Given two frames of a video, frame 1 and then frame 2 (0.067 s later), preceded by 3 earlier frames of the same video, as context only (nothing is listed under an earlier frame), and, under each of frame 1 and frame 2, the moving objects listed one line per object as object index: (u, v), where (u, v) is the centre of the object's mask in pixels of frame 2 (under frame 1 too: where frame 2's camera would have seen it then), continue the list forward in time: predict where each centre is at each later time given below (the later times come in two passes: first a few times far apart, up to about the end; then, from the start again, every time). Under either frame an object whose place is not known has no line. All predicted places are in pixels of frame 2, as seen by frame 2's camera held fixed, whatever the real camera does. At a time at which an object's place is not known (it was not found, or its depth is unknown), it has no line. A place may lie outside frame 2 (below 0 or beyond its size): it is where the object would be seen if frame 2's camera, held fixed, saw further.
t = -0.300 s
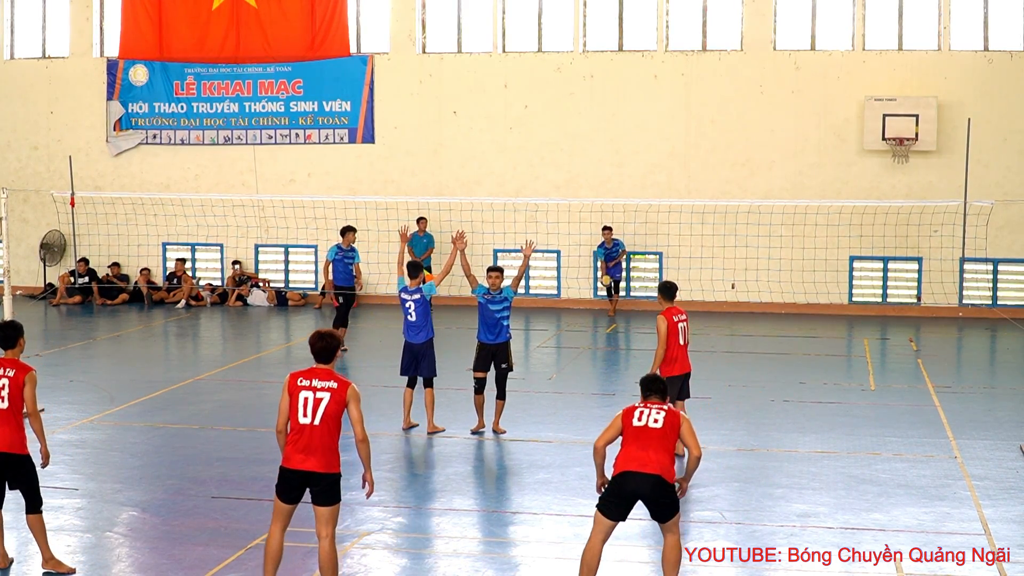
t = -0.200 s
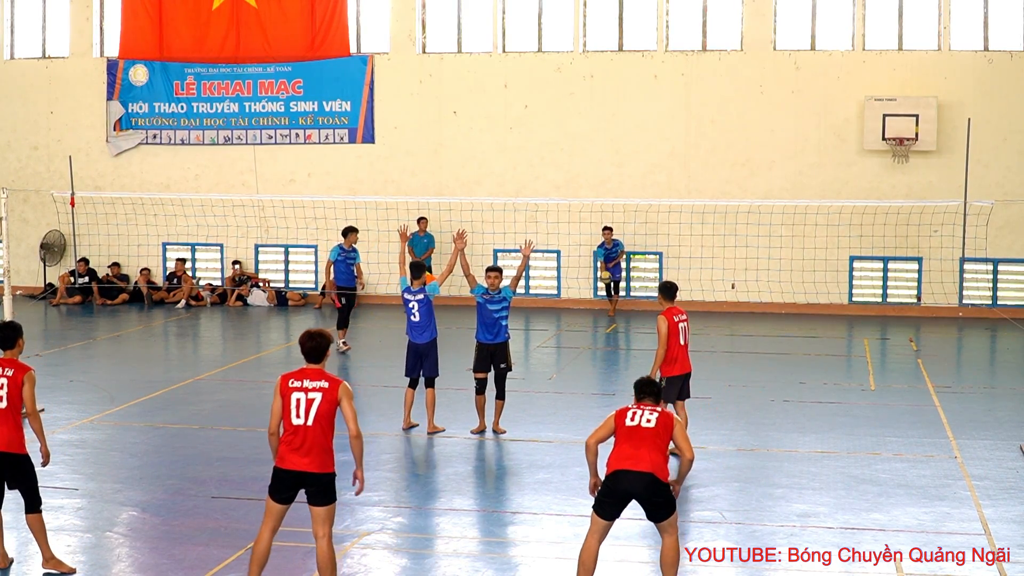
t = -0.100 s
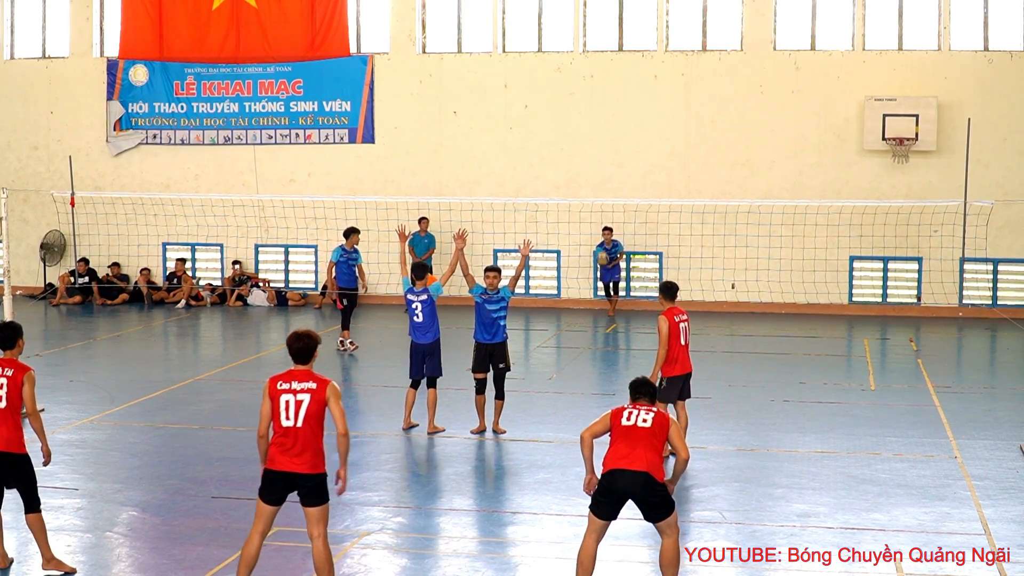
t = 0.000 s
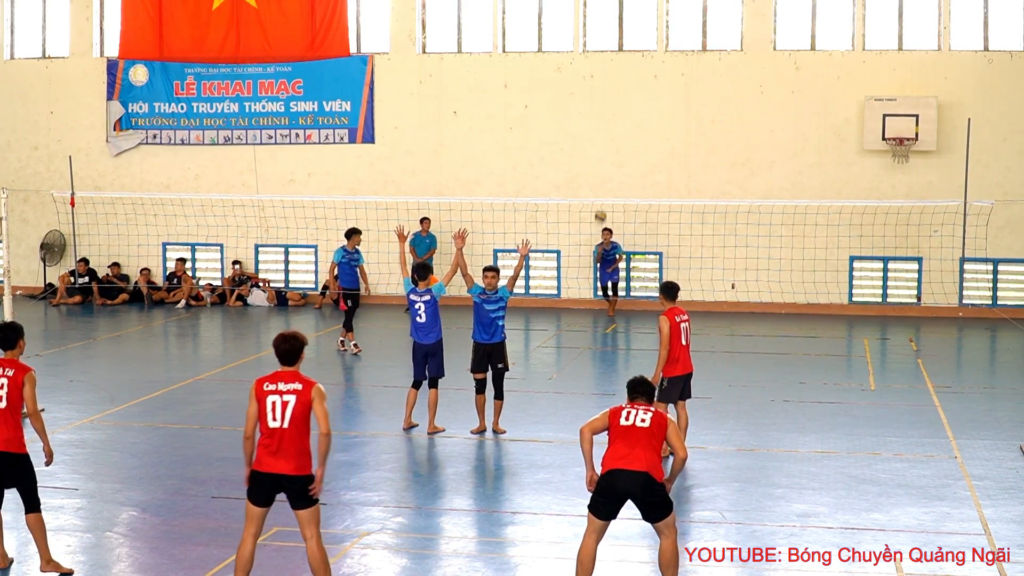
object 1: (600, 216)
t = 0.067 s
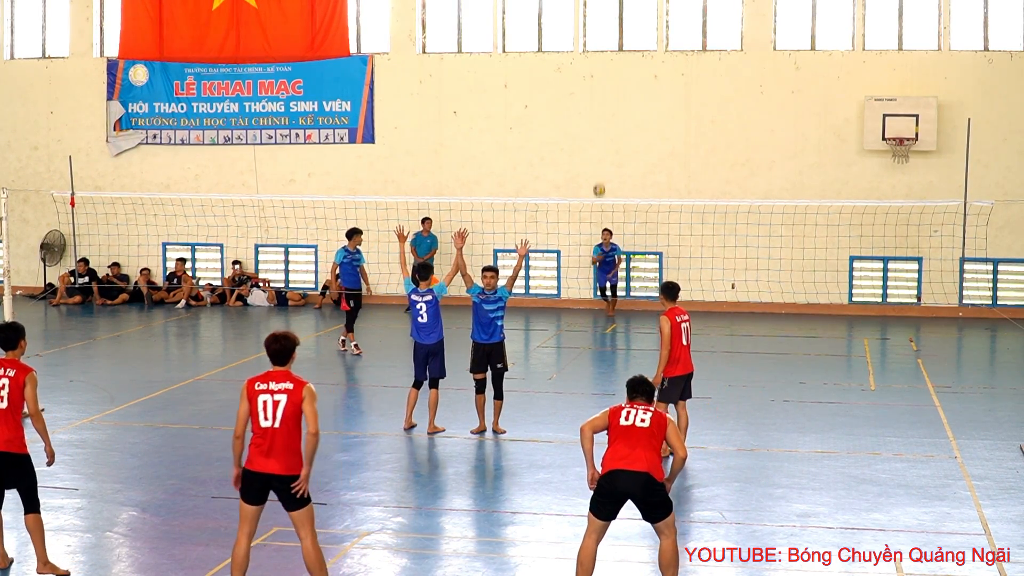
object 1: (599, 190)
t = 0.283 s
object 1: (595, 122)
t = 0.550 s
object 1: (589, 76)
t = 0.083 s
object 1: (599, 185)
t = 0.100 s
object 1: (598, 178)
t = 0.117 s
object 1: (598, 172)
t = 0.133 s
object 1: (597, 166)
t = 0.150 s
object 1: (597, 160)
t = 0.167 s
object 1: (597, 155)
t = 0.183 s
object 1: (596, 150)
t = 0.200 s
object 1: (596, 145)
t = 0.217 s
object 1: (596, 140)
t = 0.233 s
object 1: (596, 135)
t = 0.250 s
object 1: (596, 131)
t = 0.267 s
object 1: (595, 126)
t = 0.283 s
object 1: (595, 122)
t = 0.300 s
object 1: (594, 118)
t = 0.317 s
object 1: (594, 113)
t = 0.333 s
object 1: (594, 110)
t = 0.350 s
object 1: (593, 107)
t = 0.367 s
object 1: (593, 103)
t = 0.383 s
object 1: (593, 100)
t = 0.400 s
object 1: (592, 96)
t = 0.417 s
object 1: (592, 94)
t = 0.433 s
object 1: (592, 91)
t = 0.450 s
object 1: (591, 88)
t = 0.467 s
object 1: (591, 86)
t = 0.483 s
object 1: (591, 84)
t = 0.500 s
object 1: (590, 81)
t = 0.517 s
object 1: (590, 79)
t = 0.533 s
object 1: (589, 78)
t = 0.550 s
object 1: (589, 76)
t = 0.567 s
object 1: (589, 74)
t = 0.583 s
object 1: (588, 73)
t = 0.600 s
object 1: (588, 72)
